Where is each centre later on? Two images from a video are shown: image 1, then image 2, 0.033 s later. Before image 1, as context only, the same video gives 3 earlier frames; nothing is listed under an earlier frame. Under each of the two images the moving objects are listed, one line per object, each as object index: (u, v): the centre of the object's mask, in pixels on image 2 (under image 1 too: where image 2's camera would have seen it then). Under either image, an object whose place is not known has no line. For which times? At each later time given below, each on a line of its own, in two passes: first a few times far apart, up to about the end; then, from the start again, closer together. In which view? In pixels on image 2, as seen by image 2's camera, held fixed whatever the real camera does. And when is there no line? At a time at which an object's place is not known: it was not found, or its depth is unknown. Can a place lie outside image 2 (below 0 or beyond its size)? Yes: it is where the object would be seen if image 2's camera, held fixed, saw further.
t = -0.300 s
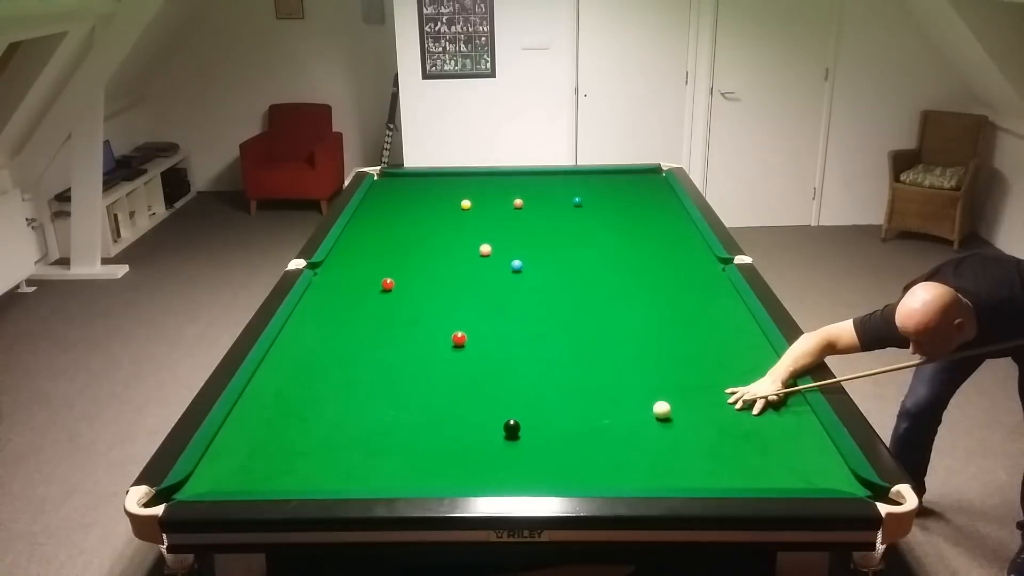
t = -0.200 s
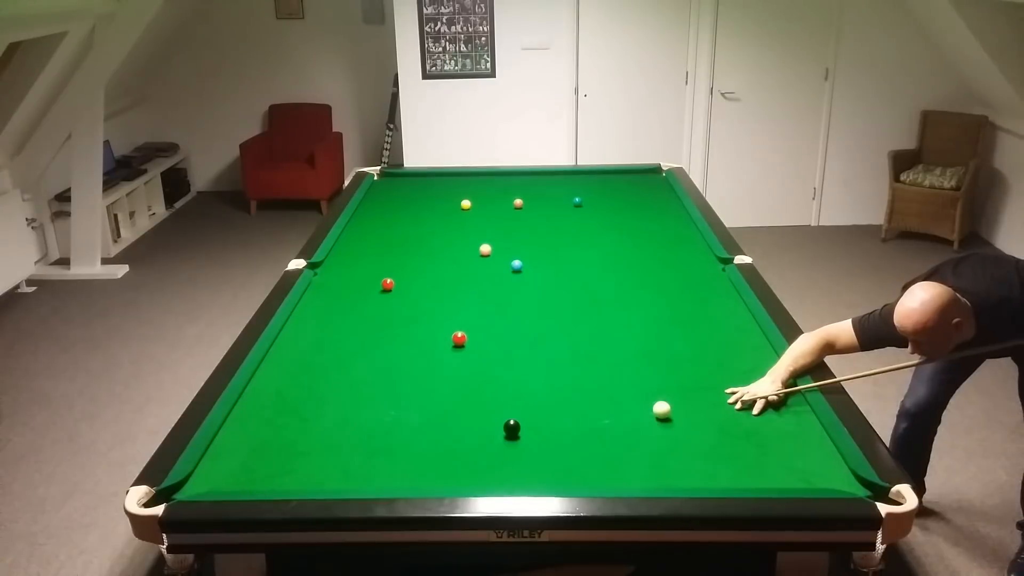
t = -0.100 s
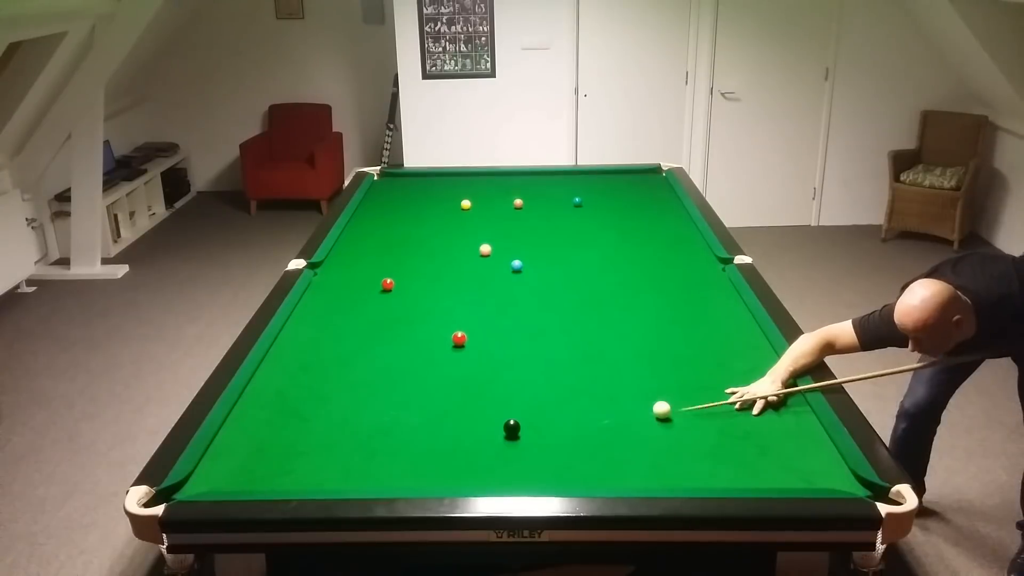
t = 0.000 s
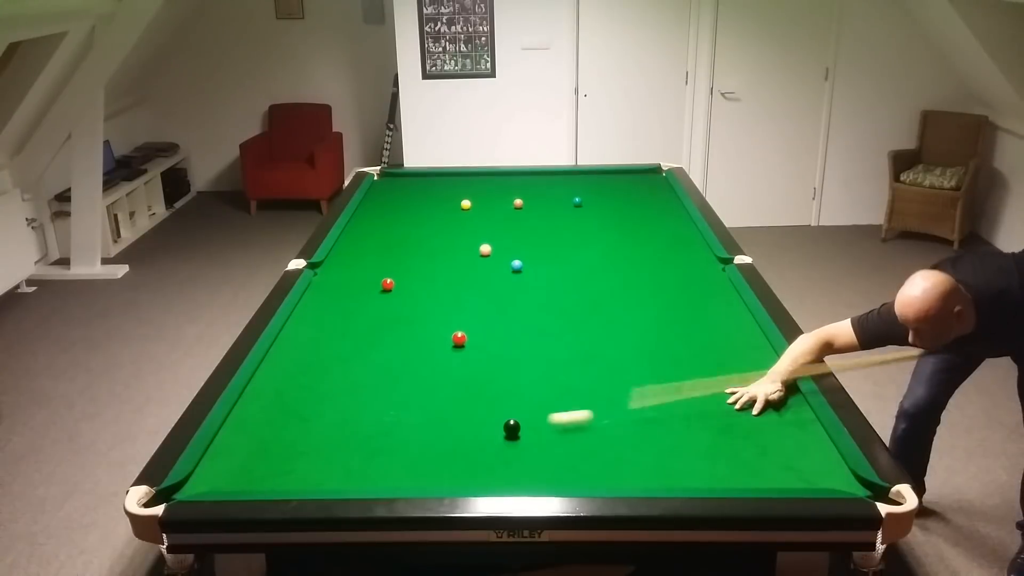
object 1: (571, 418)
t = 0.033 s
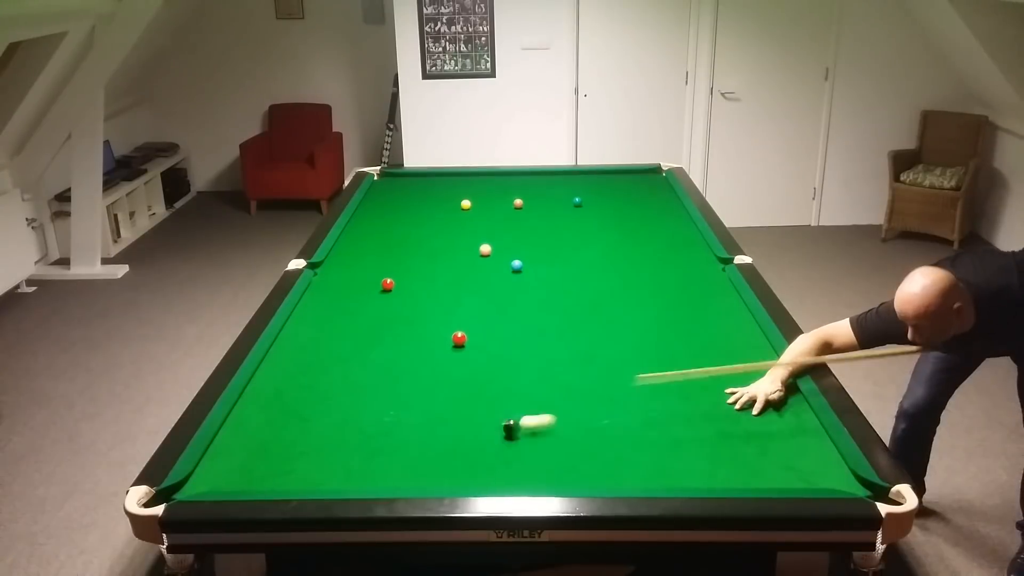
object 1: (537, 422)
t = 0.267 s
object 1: (534, 411)
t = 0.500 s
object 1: (575, 397)
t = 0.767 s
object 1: (621, 382)
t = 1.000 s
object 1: (659, 371)
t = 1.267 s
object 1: (698, 358)
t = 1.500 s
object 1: (730, 348)
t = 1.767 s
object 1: (758, 338)
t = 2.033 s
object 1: (733, 332)
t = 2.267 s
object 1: (714, 327)
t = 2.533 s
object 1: (694, 322)
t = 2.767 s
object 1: (679, 317)
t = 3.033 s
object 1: (663, 313)
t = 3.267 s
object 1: (649, 310)
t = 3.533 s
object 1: (636, 307)
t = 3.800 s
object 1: (625, 304)
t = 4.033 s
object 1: (616, 302)
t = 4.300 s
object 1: (607, 300)
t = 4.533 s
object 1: (601, 299)
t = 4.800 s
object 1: (595, 297)
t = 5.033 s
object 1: (591, 296)
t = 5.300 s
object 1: (588, 296)
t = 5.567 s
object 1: (586, 295)
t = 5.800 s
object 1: (585, 295)
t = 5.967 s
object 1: (585, 295)
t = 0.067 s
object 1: (526, 423)
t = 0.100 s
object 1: (525, 421)
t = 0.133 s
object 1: (525, 419)
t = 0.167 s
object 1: (526, 417)
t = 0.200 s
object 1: (528, 415)
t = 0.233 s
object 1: (531, 413)
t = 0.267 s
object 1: (534, 411)
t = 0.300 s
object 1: (538, 409)
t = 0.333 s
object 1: (544, 407)
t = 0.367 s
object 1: (550, 405)
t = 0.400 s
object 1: (556, 403)
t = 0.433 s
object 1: (562, 401)
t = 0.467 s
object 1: (568, 399)
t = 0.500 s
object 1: (575, 397)
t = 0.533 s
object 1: (581, 395)
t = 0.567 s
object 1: (587, 393)
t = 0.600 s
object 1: (593, 391)
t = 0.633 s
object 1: (599, 389)
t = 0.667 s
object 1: (604, 388)
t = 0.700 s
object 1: (610, 386)
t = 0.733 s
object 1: (616, 384)
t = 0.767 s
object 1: (621, 382)
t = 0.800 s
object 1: (627, 381)
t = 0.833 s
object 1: (633, 379)
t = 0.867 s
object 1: (638, 377)
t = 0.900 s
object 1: (643, 375)
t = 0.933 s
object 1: (649, 374)
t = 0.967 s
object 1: (654, 372)
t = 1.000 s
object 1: (659, 371)
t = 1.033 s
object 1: (664, 369)
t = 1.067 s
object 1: (669, 367)
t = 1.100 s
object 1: (674, 366)
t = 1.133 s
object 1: (679, 364)
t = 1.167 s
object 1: (684, 361)
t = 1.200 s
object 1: (689, 361)
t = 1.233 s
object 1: (693, 360)
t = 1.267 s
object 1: (698, 358)
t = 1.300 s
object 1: (703, 357)
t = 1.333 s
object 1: (707, 356)
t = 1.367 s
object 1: (712, 354)
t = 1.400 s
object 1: (717, 352)
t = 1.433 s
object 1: (721, 351)
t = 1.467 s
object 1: (725, 350)
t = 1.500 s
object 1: (730, 348)
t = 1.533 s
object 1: (734, 347)
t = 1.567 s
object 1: (738, 346)
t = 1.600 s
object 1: (742, 344)
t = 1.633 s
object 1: (747, 343)
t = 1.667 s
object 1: (751, 342)
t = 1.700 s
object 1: (755, 341)
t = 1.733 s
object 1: (759, 339)
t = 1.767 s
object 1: (758, 338)
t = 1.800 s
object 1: (754, 337)
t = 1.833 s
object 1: (751, 337)
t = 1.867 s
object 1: (748, 336)
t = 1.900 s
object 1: (745, 335)
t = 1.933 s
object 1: (742, 334)
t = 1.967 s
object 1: (739, 333)
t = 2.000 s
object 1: (736, 333)
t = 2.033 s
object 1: (733, 332)
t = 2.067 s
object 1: (730, 331)
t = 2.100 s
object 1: (728, 330)
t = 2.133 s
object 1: (725, 330)
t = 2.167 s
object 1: (722, 329)
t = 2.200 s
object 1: (719, 328)
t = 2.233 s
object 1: (717, 327)
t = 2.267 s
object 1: (714, 327)
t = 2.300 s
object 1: (712, 326)
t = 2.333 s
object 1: (709, 325)
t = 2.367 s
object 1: (707, 325)
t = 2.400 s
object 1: (704, 324)
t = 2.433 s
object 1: (702, 323)
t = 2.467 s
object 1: (699, 323)
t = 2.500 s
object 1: (697, 322)
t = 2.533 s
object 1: (694, 322)
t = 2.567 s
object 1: (692, 321)
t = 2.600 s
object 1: (690, 320)
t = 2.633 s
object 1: (687, 320)
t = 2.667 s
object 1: (685, 319)
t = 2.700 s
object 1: (683, 318)
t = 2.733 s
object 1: (681, 318)
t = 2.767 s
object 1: (679, 317)
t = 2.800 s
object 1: (677, 317)
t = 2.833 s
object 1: (675, 316)
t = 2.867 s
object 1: (672, 316)
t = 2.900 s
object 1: (670, 315)
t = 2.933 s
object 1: (668, 315)
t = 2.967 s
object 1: (667, 314)
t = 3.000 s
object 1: (665, 314)
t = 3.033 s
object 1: (663, 313)
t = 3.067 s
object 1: (661, 313)
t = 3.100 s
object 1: (659, 312)
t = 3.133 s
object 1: (657, 312)
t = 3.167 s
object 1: (655, 311)
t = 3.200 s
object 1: (653, 311)
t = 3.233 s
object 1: (652, 310)
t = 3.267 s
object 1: (649, 310)
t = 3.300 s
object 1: (648, 310)
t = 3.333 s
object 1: (646, 309)
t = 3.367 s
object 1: (645, 309)
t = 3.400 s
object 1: (643, 308)
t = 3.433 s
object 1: (641, 308)
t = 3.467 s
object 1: (640, 307)
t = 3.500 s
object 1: (638, 307)
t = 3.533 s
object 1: (636, 307)
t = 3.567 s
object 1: (634, 306)
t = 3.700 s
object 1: (631, 304)
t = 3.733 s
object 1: (628, 304)
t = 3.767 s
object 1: (626, 304)
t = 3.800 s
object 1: (625, 304)
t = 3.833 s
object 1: (624, 304)
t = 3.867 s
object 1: (622, 303)
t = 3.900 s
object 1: (621, 303)
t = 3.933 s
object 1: (620, 303)
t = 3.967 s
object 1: (618, 302)
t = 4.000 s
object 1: (617, 302)
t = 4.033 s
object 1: (616, 302)
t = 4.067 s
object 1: (615, 302)
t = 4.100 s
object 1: (614, 301)
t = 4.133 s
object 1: (613, 301)
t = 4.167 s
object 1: (611, 301)
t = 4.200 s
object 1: (610, 301)
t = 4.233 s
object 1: (609, 300)
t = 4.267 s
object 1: (608, 300)
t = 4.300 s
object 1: (607, 300)
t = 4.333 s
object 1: (606, 300)
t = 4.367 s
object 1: (605, 299)
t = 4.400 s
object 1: (605, 299)
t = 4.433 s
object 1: (604, 299)
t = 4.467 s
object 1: (603, 299)
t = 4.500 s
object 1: (602, 299)
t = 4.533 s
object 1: (601, 299)
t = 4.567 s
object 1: (600, 298)
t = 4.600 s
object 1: (599, 298)
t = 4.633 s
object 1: (599, 298)
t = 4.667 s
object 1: (598, 298)
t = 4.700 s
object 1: (597, 298)
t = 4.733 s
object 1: (597, 298)
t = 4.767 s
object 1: (596, 297)
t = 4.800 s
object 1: (595, 297)
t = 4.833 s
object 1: (595, 297)
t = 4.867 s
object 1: (594, 297)
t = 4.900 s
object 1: (593, 297)
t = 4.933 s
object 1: (593, 297)
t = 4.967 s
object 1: (592, 297)
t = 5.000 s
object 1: (592, 296)
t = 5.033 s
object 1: (591, 296)
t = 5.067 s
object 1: (591, 296)
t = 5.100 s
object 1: (590, 296)
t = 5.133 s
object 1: (590, 296)
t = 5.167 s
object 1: (589, 296)
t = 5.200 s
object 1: (589, 296)
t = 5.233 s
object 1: (589, 296)
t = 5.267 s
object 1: (588, 296)
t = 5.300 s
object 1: (588, 296)
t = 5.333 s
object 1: (588, 296)
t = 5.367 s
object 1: (587, 295)
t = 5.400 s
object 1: (587, 295)
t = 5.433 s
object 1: (587, 295)
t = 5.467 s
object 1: (586, 295)
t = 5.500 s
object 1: (586, 295)
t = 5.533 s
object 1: (586, 295)
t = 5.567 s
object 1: (586, 295)
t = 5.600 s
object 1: (586, 295)
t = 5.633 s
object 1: (585, 295)
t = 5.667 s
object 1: (585, 295)
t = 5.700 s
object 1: (585, 295)
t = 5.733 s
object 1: (585, 295)
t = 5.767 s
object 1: (585, 295)
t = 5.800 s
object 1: (585, 295)
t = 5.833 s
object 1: (585, 295)
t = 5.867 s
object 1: (585, 295)
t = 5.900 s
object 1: (585, 295)
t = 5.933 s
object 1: (585, 295)
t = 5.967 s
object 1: (585, 295)
